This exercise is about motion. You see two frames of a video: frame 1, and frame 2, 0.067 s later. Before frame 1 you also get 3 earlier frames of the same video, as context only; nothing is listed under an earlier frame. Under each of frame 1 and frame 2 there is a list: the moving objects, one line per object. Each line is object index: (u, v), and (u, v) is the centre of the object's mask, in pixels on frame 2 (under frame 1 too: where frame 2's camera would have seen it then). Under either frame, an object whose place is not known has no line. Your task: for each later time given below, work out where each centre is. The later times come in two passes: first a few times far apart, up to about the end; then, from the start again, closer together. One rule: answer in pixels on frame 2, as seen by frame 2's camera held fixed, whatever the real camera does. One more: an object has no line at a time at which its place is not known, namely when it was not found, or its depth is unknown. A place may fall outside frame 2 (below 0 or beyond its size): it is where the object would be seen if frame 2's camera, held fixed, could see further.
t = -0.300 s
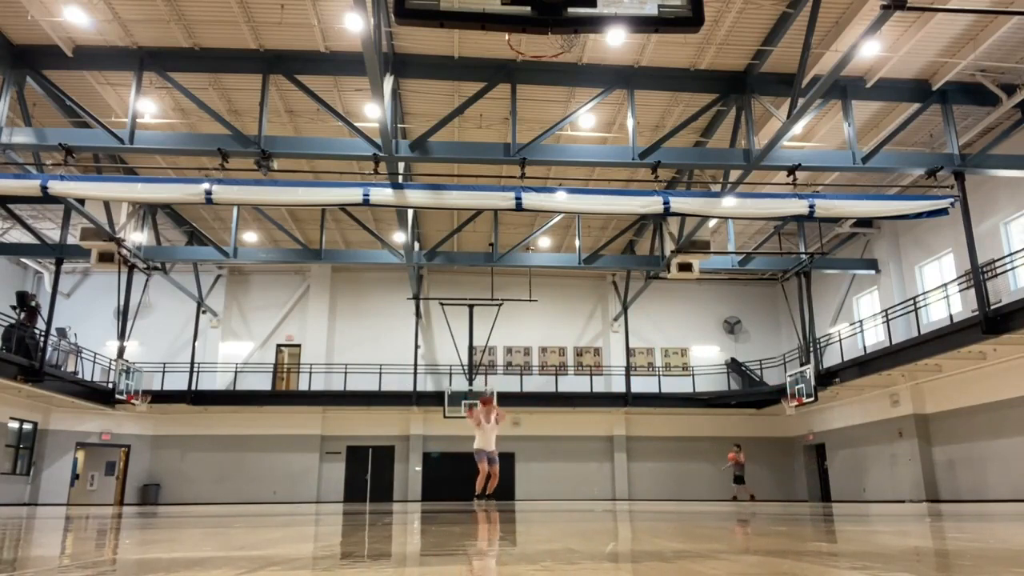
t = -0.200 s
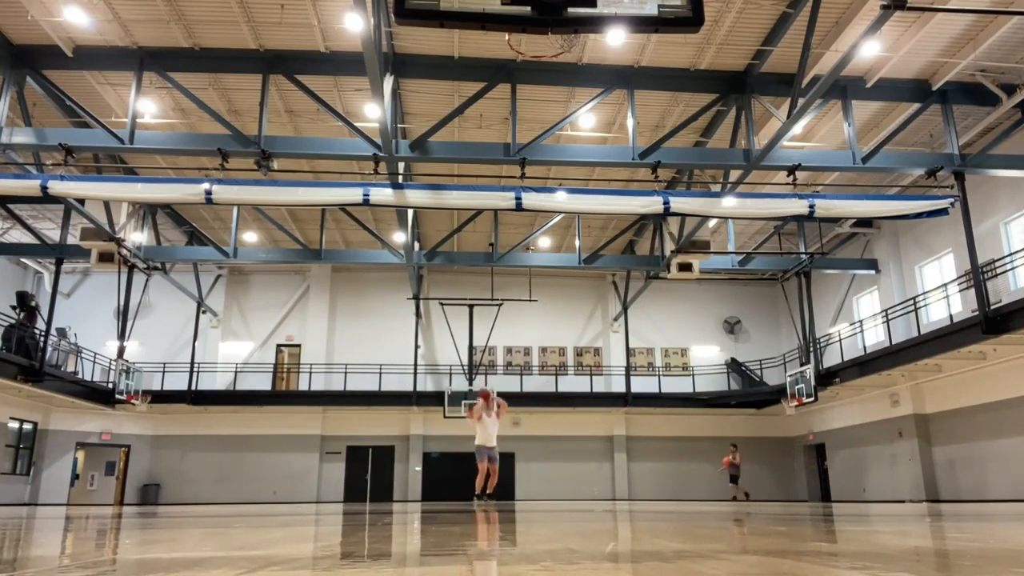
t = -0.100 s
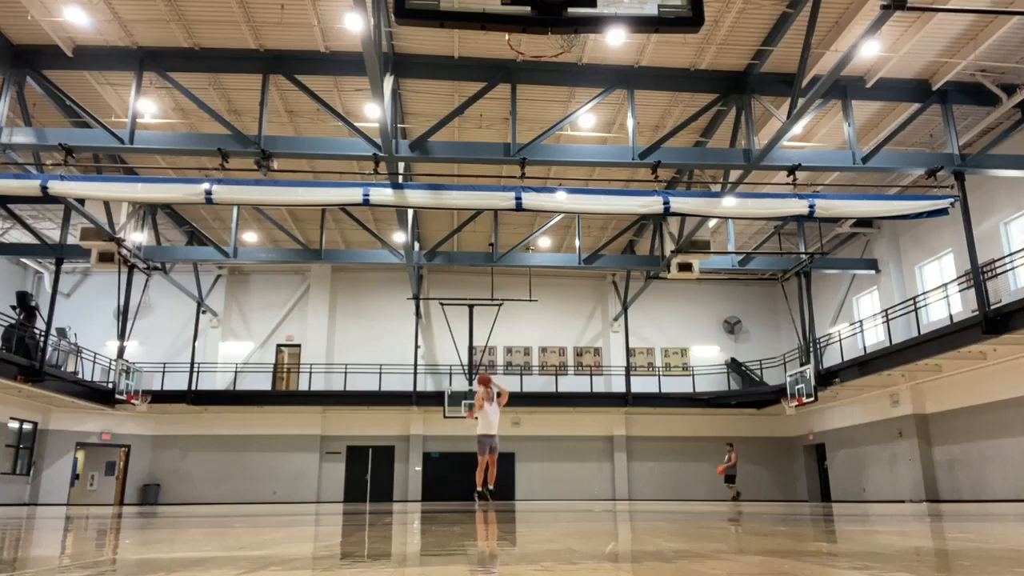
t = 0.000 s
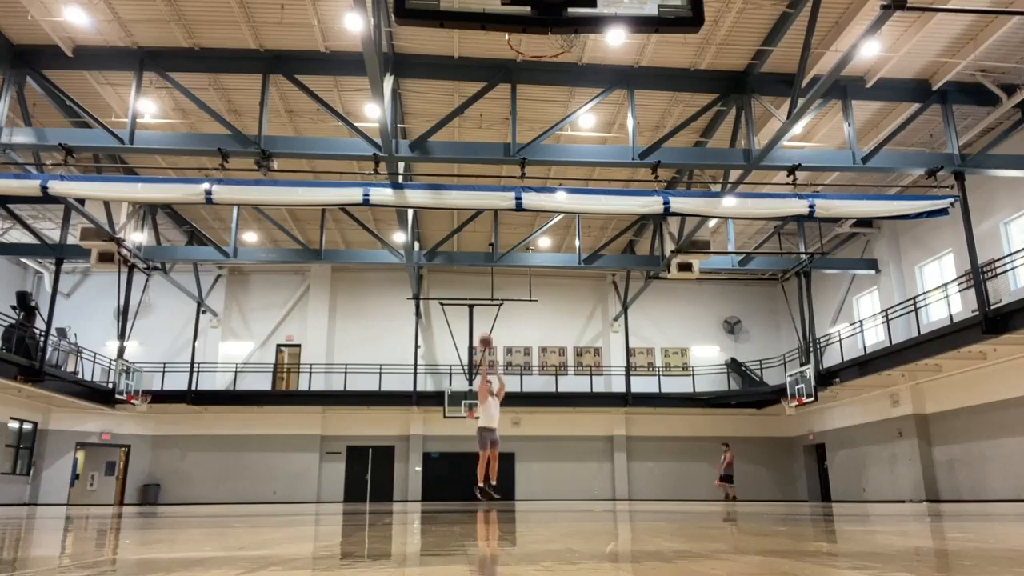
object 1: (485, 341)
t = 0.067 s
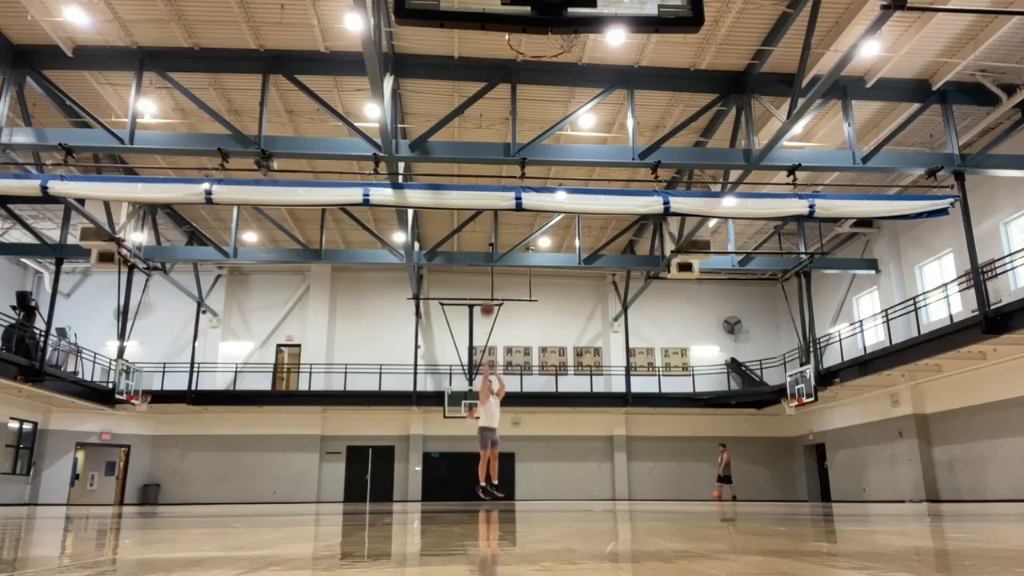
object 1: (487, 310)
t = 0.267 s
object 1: (492, 220)
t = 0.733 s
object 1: (506, 63)
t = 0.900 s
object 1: (511, 35)
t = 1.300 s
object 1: (533, 39)
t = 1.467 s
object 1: (535, 49)
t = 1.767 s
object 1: (546, 115)
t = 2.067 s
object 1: (562, 298)
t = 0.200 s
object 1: (491, 249)
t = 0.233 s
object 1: (491, 235)
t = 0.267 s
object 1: (492, 220)
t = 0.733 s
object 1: (506, 63)
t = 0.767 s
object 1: (507, 55)
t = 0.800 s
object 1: (508, 48)
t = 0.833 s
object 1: (509, 42)
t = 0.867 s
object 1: (511, 38)
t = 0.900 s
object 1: (511, 35)
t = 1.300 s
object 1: (533, 39)
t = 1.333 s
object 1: (535, 45)
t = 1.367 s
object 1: (537, 47)
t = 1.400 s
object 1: (535, 47)
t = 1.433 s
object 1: (535, 47)
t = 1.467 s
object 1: (535, 49)
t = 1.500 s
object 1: (536, 52)
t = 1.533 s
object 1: (537, 54)
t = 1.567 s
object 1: (538, 58)
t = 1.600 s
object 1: (540, 66)
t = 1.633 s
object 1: (544, 83)
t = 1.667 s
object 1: (544, 88)
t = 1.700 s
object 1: (544, 93)
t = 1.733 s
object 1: (545, 103)
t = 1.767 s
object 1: (546, 115)
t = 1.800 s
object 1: (548, 130)
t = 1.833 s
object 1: (550, 145)
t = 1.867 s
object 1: (552, 163)
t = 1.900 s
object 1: (554, 181)
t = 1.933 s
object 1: (555, 202)
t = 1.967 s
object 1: (558, 224)
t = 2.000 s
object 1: (560, 247)
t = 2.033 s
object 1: (560, 272)
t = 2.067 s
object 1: (562, 298)
